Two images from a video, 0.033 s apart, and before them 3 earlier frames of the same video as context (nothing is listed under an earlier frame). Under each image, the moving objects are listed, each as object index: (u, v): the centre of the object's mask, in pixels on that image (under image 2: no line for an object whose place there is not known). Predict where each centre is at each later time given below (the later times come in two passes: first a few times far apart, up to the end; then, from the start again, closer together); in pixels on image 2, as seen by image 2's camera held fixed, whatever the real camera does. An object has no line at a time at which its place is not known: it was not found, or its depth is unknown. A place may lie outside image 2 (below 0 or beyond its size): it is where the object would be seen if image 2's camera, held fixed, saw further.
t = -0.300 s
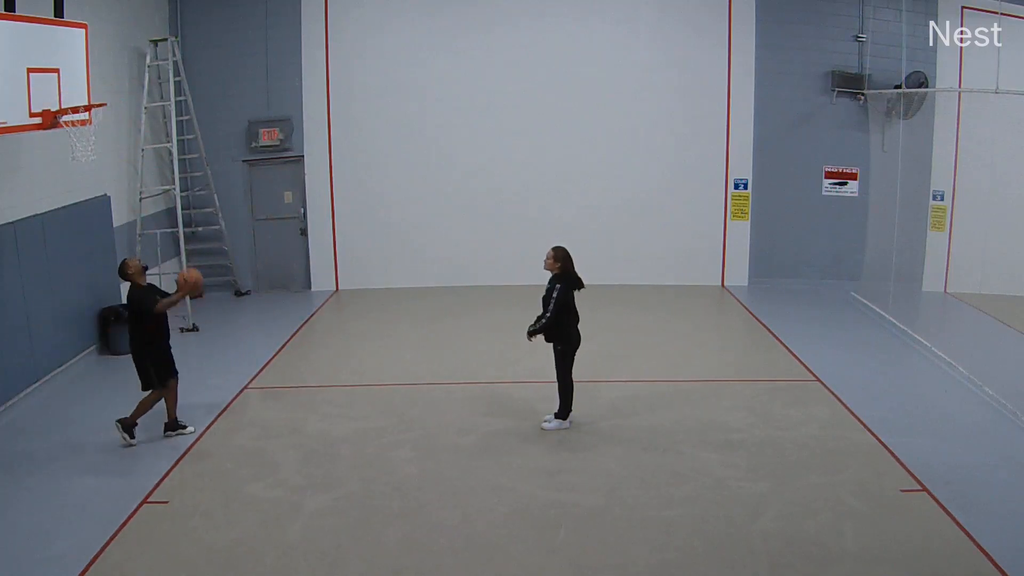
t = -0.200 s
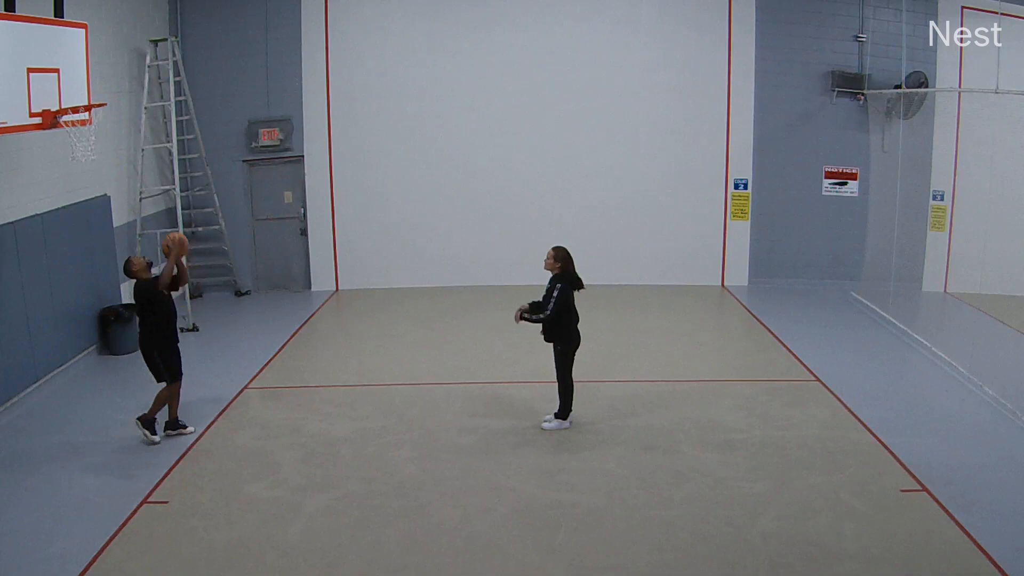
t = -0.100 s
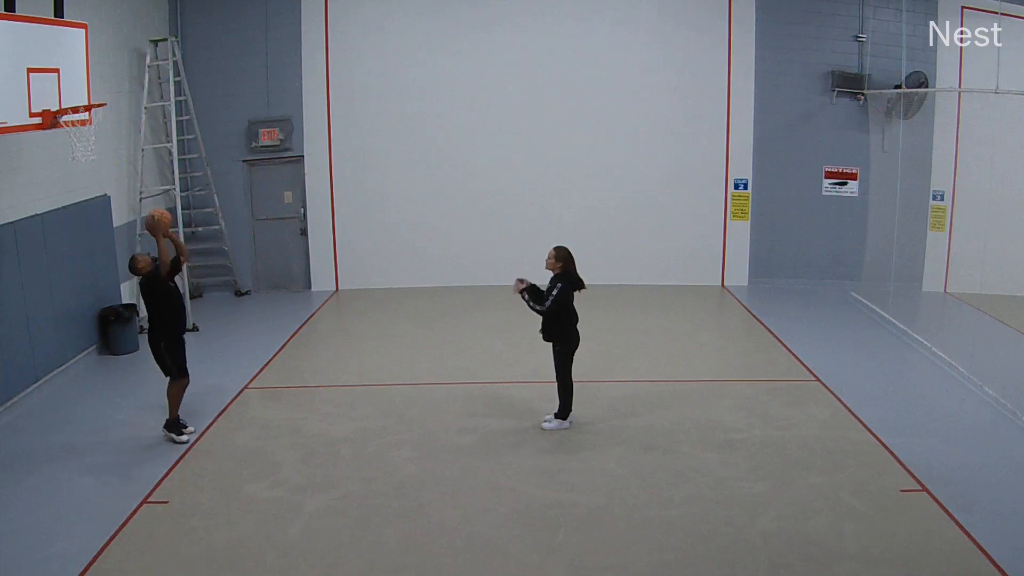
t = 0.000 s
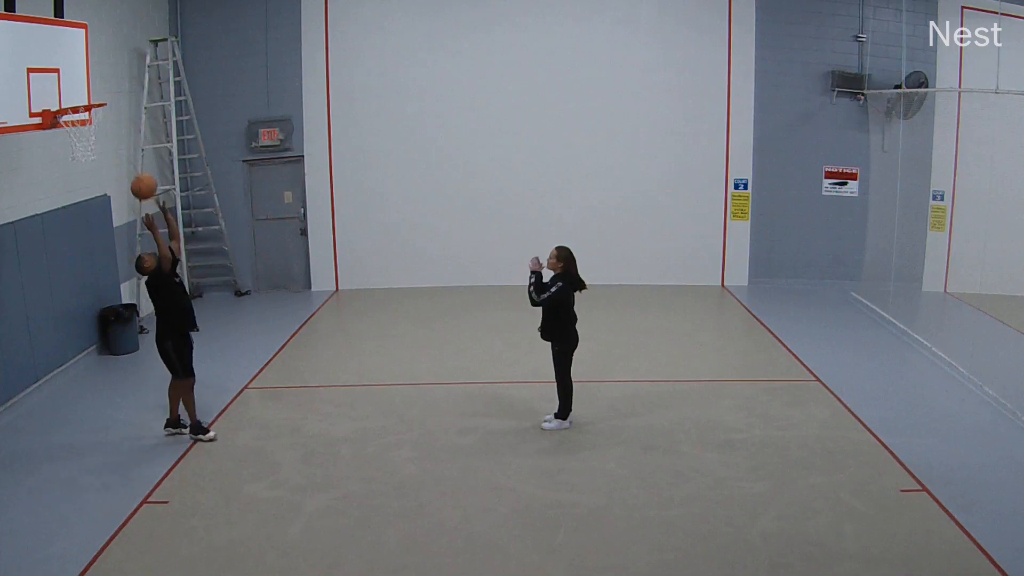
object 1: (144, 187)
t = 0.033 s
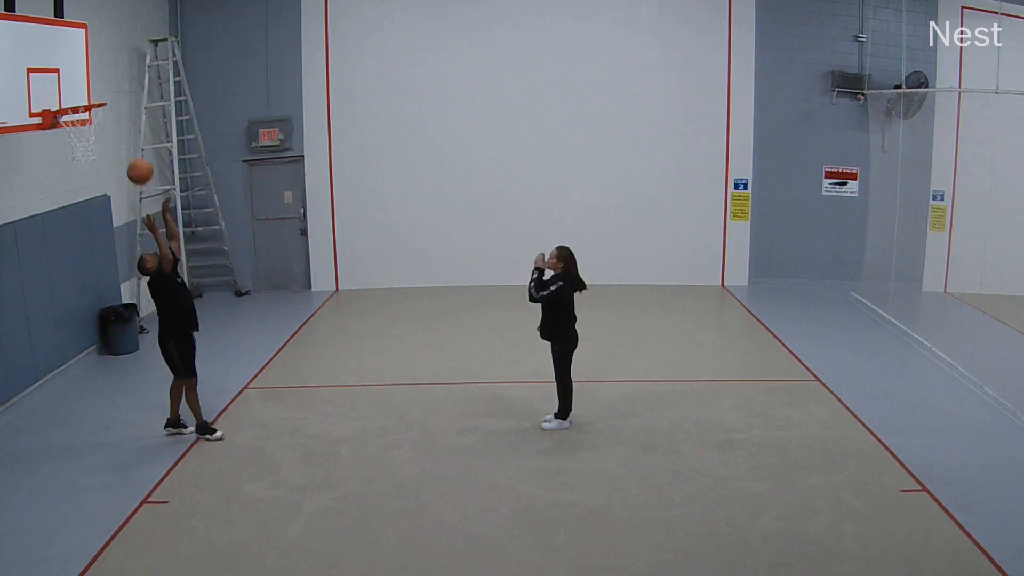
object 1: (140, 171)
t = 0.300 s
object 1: (114, 96)
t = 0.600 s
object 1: (92, 103)
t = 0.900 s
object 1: (76, 172)
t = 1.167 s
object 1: (73, 290)
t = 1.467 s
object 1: (65, 375)
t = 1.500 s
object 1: (60, 360)
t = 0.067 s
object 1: (136, 158)
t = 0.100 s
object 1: (132, 145)
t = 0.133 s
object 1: (129, 134)
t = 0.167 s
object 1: (125, 124)
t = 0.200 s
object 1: (123, 115)
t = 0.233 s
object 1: (120, 108)
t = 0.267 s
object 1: (117, 101)
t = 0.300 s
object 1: (114, 96)
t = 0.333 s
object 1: (111, 92)
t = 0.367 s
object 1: (109, 89)
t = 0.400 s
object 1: (106, 88)
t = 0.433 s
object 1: (104, 88)
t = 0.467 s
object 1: (101, 88)
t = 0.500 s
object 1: (99, 90)
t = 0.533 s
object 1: (96, 92)
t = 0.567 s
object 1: (94, 95)
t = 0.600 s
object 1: (92, 103)
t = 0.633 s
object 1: (90, 110)
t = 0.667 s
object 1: (88, 118)
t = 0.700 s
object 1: (85, 126)
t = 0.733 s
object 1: (84, 134)
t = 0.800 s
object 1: (80, 147)
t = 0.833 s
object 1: (79, 155)
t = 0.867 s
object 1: (77, 163)
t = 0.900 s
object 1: (76, 172)
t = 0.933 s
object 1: (75, 183)
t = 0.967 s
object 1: (74, 195)
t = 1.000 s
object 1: (73, 208)
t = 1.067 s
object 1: (72, 238)
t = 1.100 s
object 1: (72, 254)
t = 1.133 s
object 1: (72, 272)
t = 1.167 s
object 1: (73, 290)
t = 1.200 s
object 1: (74, 310)
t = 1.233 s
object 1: (75, 331)
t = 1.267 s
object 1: (76, 352)
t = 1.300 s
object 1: (78, 374)
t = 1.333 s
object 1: (80, 397)
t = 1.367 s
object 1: (83, 422)
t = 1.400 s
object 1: (77, 407)
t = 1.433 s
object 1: (71, 390)
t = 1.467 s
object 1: (65, 375)
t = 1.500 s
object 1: (60, 360)
